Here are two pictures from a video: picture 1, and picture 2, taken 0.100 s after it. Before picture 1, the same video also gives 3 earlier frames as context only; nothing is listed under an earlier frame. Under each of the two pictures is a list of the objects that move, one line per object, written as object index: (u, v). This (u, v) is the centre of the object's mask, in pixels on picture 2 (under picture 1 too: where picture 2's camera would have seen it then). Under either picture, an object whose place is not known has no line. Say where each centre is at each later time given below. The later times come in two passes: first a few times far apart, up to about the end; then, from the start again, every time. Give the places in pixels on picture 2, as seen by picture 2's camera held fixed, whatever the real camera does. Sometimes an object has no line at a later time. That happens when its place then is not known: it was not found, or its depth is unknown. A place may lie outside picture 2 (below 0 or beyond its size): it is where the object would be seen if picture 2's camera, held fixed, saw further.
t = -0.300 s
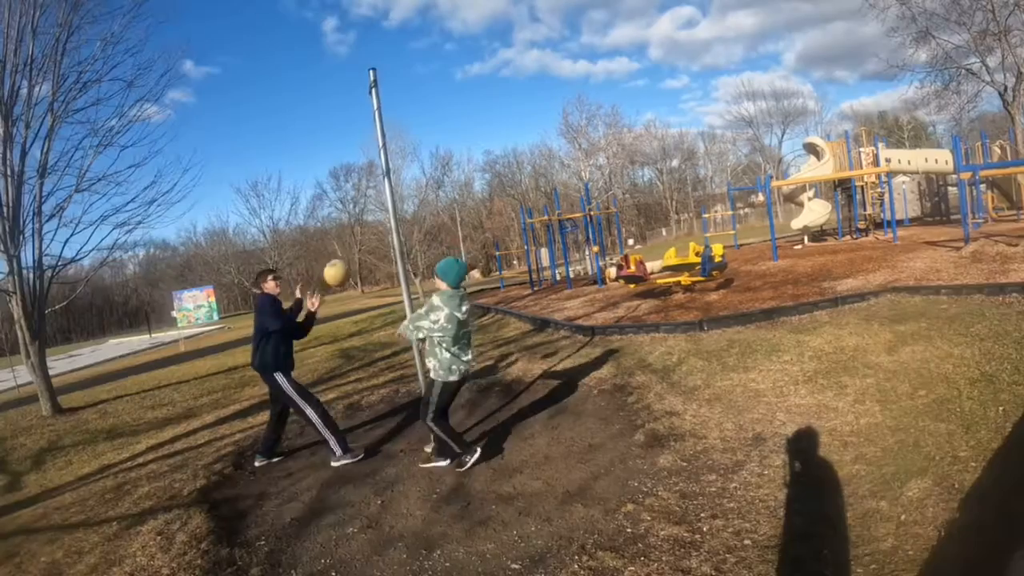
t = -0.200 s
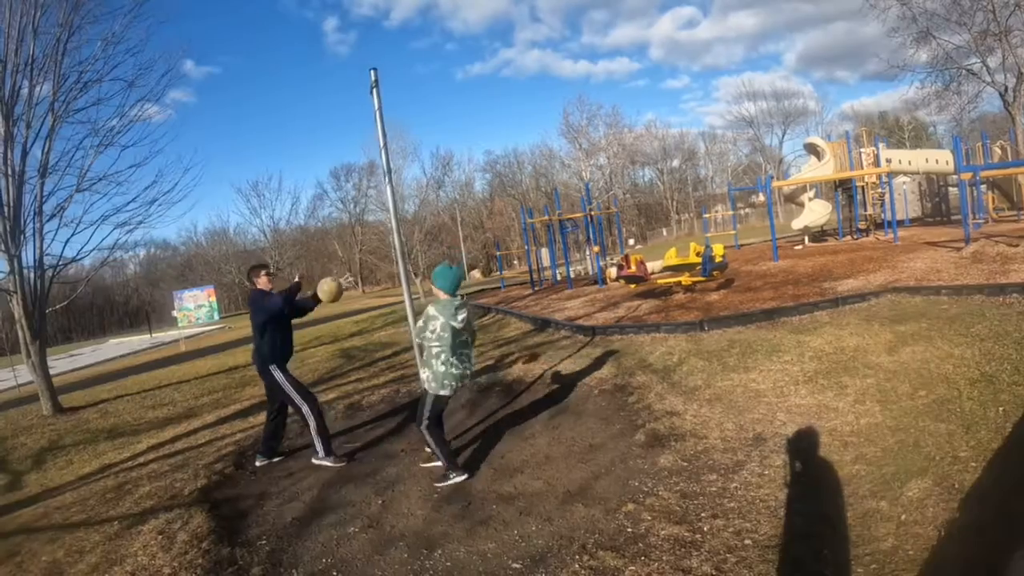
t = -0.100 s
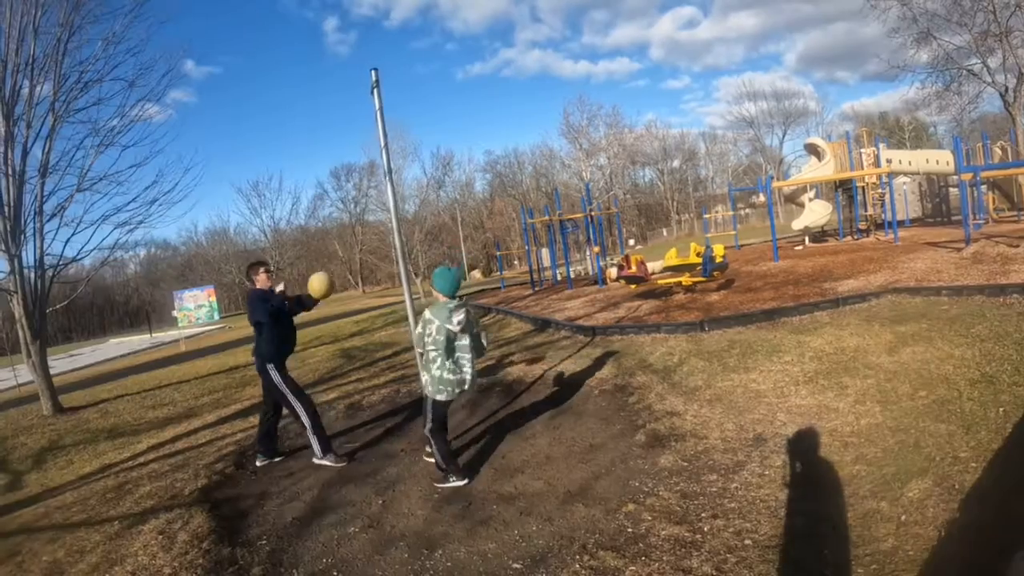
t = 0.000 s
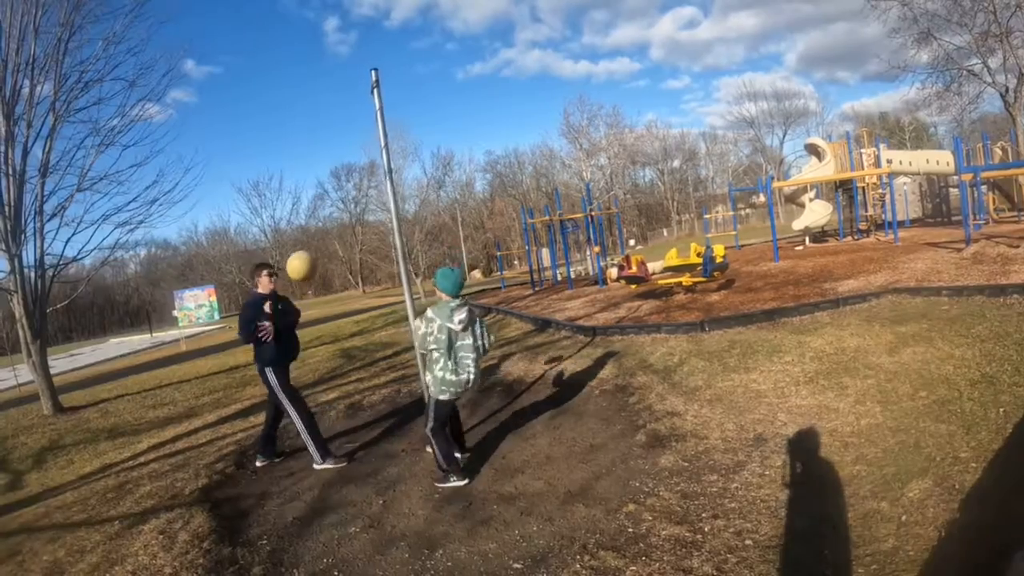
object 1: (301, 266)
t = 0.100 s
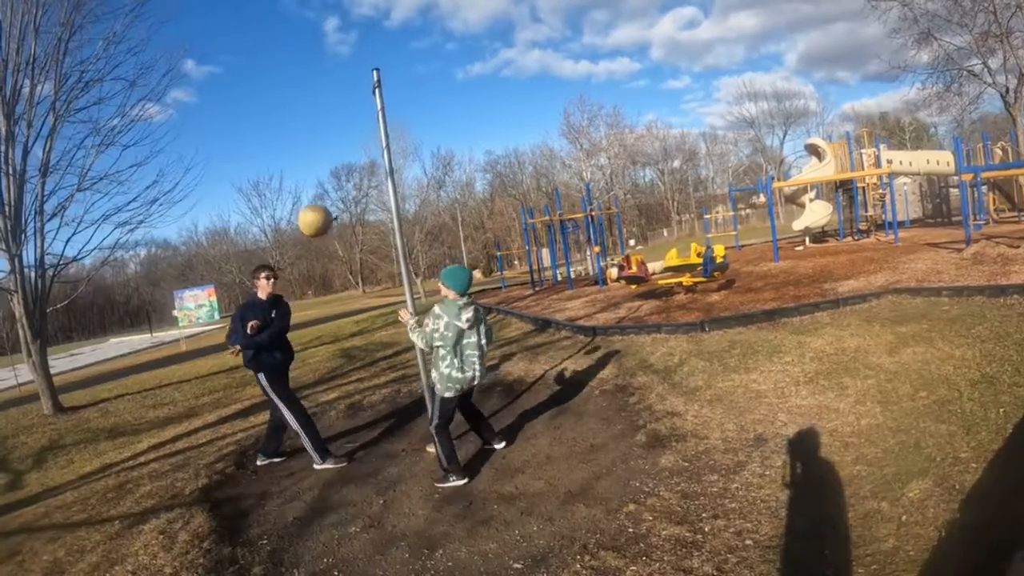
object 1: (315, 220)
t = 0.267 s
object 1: (382, 153)
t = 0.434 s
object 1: (466, 135)
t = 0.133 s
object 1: (324, 206)
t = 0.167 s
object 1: (335, 190)
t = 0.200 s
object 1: (349, 177)
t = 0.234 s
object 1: (366, 164)
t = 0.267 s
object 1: (382, 153)
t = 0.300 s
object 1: (400, 146)
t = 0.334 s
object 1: (416, 140)
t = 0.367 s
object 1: (433, 136)
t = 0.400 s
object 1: (450, 135)
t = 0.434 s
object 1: (466, 135)
